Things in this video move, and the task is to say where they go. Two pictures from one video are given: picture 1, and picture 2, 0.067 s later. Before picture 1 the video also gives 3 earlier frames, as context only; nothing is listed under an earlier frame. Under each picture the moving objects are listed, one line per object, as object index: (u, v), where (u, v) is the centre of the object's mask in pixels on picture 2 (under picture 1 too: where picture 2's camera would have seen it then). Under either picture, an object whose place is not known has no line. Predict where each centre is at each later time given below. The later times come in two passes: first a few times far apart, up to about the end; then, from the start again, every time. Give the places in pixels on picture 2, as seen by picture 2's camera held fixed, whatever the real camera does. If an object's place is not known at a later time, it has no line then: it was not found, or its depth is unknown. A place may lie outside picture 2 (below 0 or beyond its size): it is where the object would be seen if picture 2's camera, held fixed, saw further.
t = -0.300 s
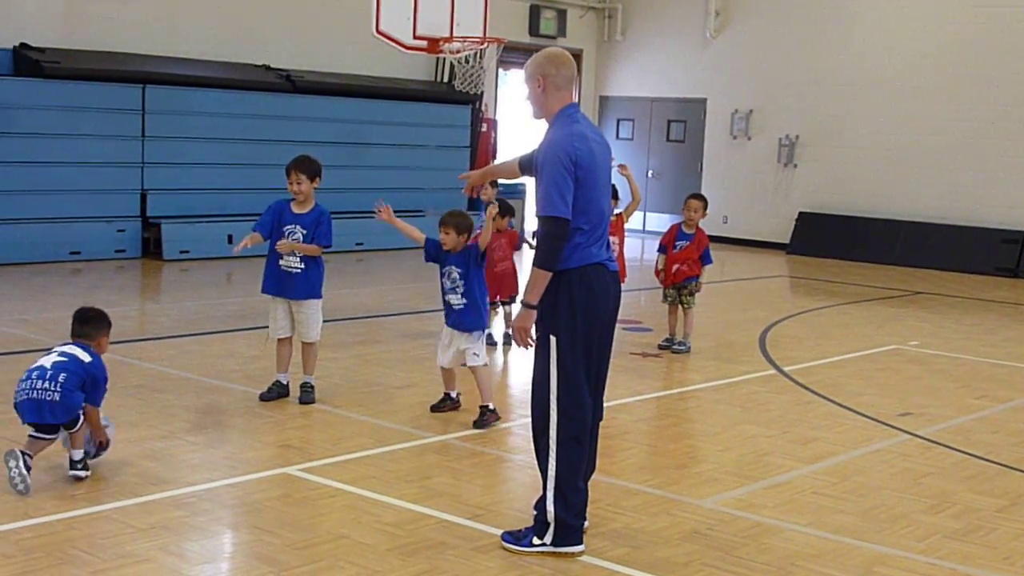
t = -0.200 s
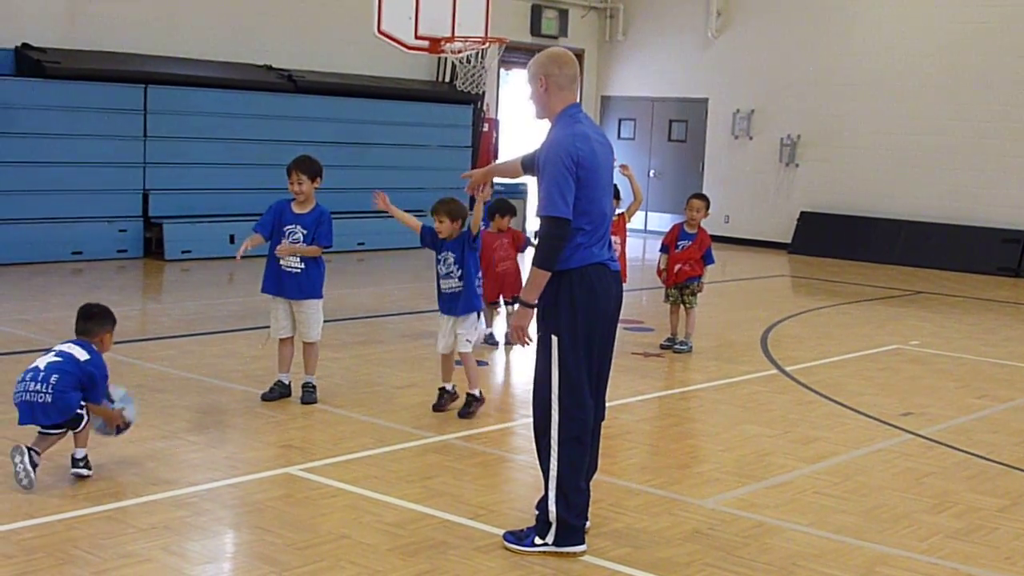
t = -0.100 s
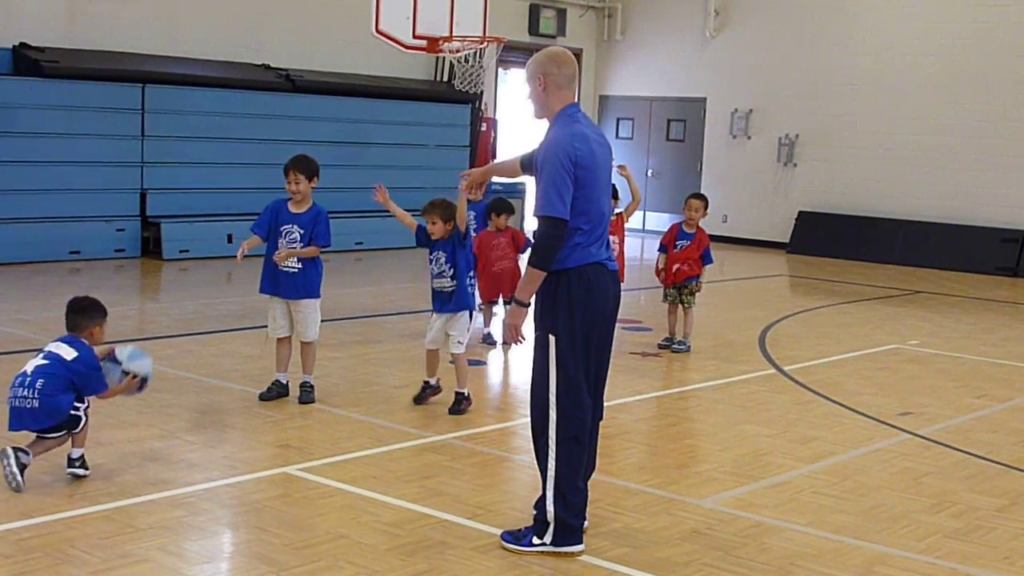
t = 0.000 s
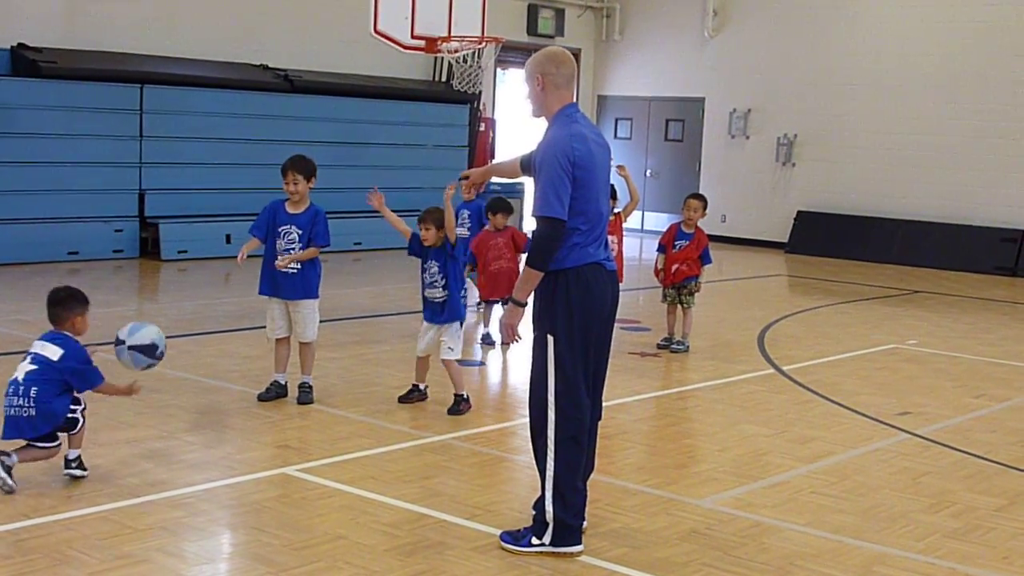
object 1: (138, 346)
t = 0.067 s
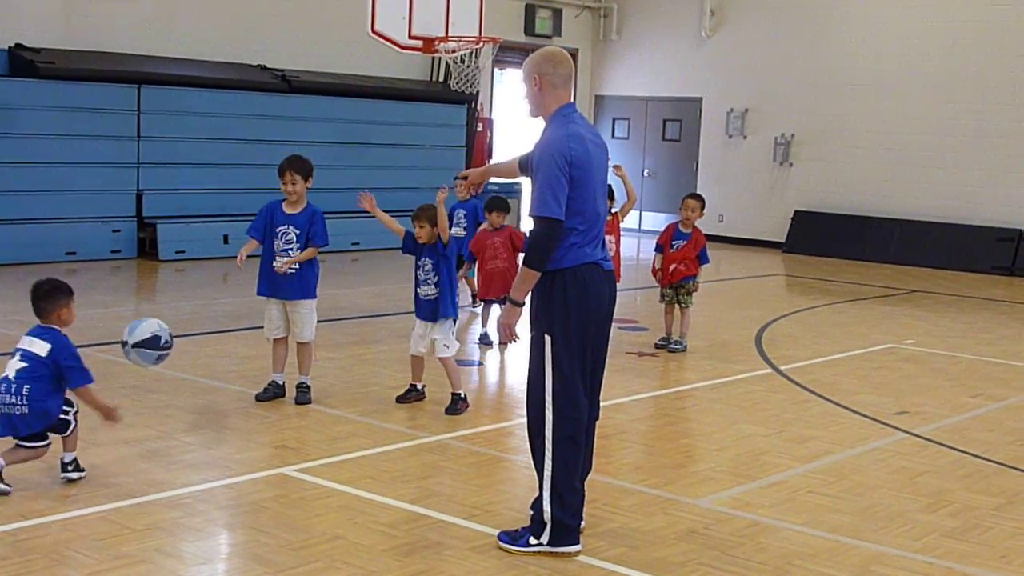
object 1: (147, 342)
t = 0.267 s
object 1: (173, 385)
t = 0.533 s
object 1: (189, 367)
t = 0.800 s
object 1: (199, 405)
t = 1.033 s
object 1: (211, 378)
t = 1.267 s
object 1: (223, 406)
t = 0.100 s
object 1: (151, 343)
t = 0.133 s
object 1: (156, 347)
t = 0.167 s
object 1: (160, 353)
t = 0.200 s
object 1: (164, 362)
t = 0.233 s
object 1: (168, 372)
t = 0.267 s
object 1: (173, 385)
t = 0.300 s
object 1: (177, 401)
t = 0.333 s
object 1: (181, 418)
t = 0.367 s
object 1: (183, 417)
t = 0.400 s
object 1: (186, 402)
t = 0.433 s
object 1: (186, 390)
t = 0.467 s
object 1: (187, 380)
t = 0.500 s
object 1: (188, 372)
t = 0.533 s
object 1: (189, 367)
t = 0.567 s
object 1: (191, 363)
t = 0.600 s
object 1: (192, 363)
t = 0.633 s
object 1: (193, 364)
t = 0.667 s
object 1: (194, 368)
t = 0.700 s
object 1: (195, 374)
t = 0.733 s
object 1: (196, 382)
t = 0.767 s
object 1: (196, 392)
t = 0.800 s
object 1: (199, 405)
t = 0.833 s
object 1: (199, 420)
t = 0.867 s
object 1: (201, 407)
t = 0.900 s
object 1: (203, 397)
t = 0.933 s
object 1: (205, 389)
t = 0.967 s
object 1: (207, 383)
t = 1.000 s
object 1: (209, 379)
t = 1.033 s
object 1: (211, 378)
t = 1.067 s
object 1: (212, 379)
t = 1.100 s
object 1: (214, 381)
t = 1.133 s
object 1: (216, 387)
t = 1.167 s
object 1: (218, 395)
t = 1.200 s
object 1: (220, 405)
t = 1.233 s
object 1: (221, 416)
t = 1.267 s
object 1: (223, 406)
